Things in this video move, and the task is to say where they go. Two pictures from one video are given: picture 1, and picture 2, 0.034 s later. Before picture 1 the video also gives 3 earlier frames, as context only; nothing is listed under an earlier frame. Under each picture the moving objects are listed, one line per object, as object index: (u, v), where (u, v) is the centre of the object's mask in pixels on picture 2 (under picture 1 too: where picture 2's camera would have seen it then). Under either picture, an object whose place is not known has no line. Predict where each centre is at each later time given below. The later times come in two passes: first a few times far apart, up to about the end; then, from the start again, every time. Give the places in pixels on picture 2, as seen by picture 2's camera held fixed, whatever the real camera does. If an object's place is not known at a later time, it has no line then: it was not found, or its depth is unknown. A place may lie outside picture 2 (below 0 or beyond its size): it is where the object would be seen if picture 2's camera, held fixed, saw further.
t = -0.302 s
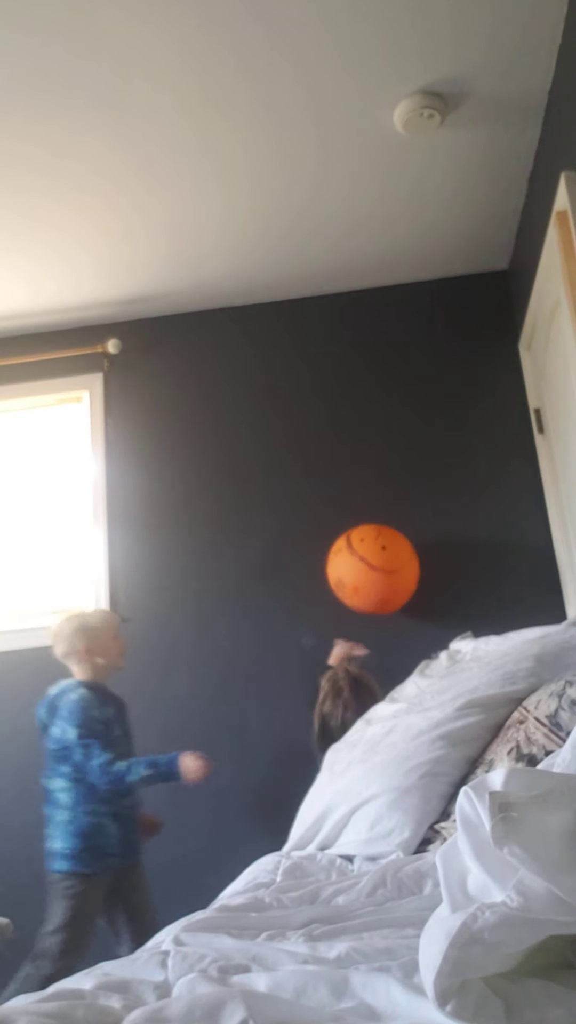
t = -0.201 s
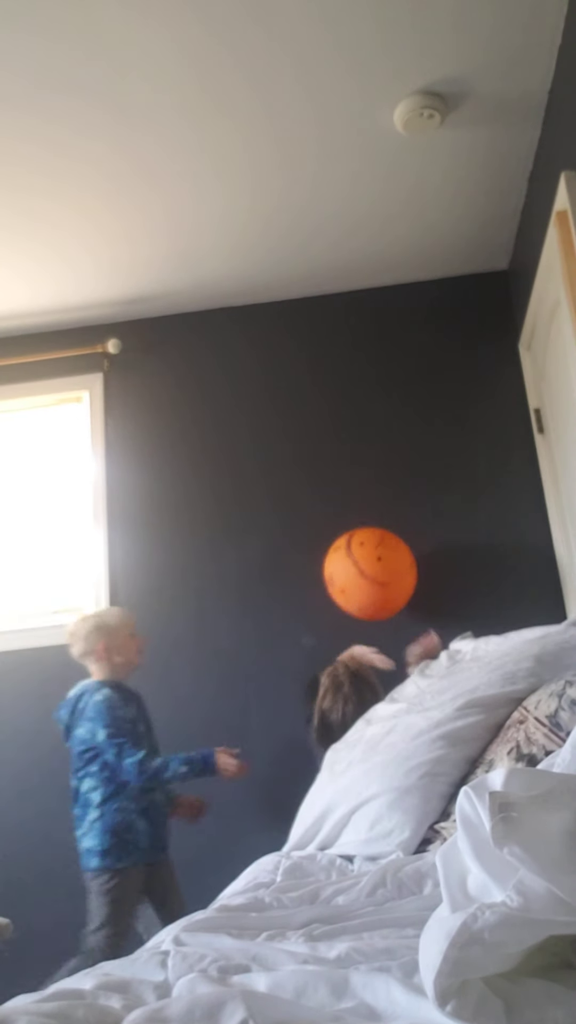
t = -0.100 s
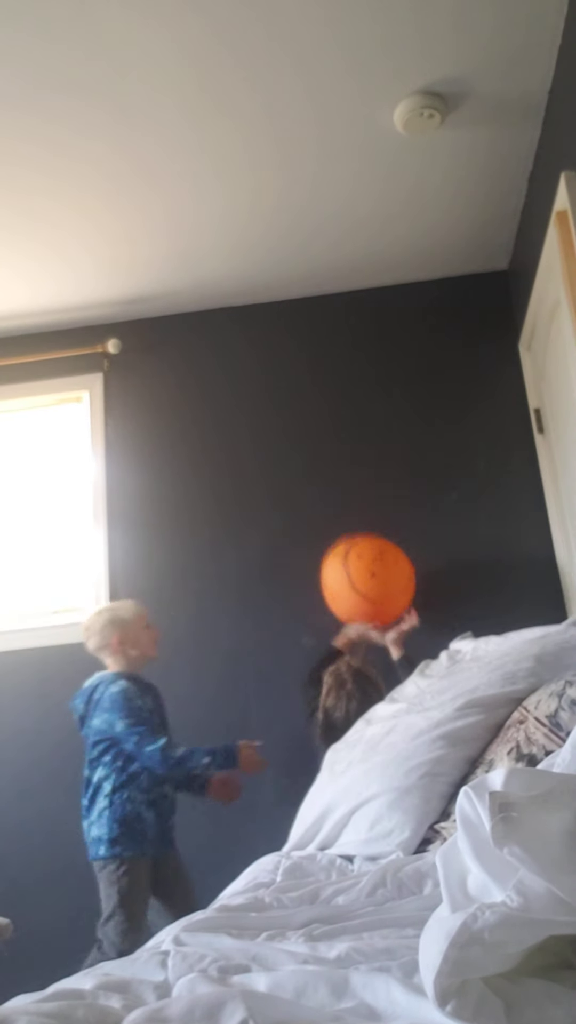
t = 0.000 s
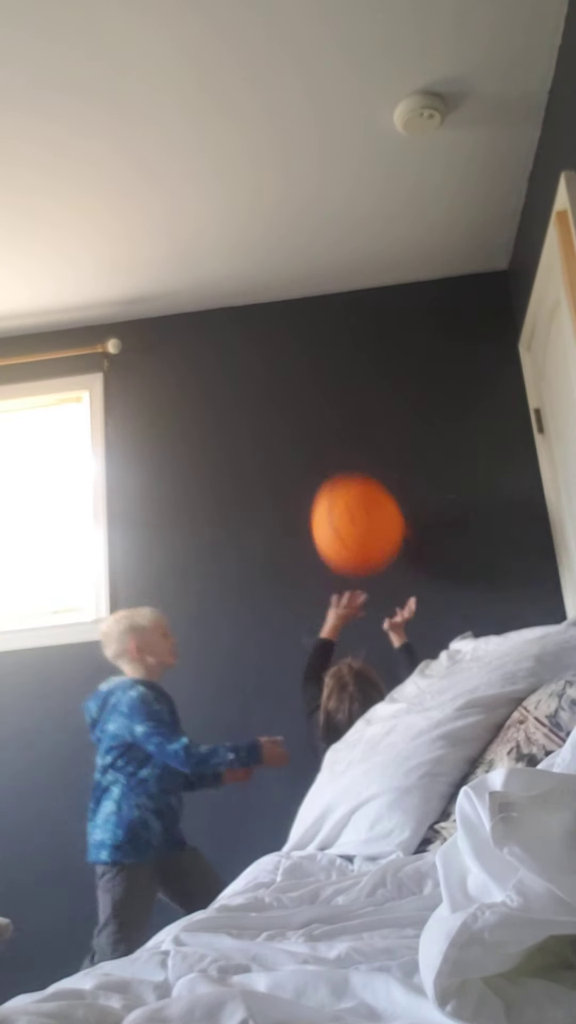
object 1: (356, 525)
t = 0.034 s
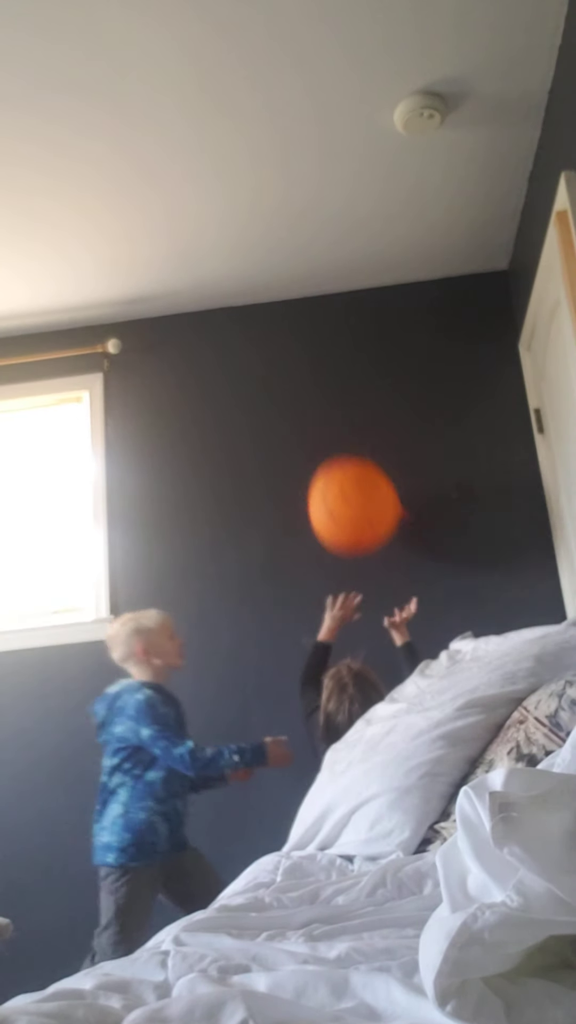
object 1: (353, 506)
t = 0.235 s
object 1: (334, 423)
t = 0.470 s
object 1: (319, 385)
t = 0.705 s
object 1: (308, 383)
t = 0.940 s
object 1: (303, 423)
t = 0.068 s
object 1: (349, 488)
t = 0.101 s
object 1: (346, 472)
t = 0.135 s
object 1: (343, 458)
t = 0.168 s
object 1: (340, 445)
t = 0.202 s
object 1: (337, 433)
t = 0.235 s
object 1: (334, 423)
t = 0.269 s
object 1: (332, 414)
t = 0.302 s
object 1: (329, 406)
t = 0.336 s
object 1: (327, 400)
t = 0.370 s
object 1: (325, 395)
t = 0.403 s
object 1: (323, 390)
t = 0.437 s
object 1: (321, 387)
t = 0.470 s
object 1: (319, 385)
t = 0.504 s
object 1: (318, 384)
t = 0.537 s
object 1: (316, 382)
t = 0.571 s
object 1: (314, 380)
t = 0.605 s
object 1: (312, 380)
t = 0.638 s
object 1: (311, 380)
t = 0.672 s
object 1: (309, 381)
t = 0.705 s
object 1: (308, 383)
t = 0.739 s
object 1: (307, 386)
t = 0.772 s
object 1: (305, 390)
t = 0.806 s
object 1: (304, 395)
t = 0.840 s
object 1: (304, 401)
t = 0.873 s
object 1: (303, 408)
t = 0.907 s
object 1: (303, 415)
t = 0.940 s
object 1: (303, 423)
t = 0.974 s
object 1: (302, 432)
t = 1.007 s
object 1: (303, 442)
